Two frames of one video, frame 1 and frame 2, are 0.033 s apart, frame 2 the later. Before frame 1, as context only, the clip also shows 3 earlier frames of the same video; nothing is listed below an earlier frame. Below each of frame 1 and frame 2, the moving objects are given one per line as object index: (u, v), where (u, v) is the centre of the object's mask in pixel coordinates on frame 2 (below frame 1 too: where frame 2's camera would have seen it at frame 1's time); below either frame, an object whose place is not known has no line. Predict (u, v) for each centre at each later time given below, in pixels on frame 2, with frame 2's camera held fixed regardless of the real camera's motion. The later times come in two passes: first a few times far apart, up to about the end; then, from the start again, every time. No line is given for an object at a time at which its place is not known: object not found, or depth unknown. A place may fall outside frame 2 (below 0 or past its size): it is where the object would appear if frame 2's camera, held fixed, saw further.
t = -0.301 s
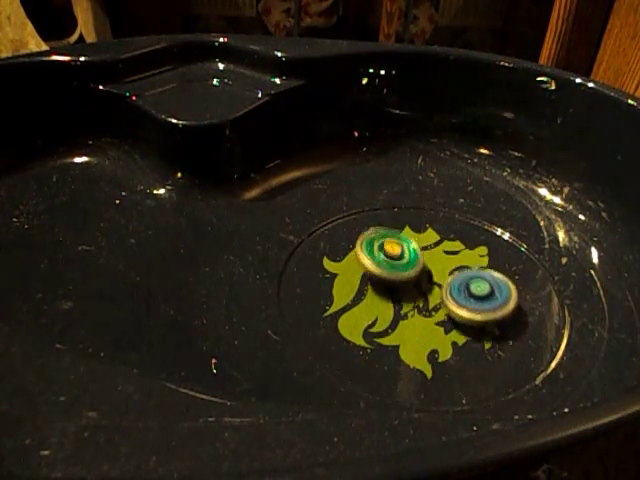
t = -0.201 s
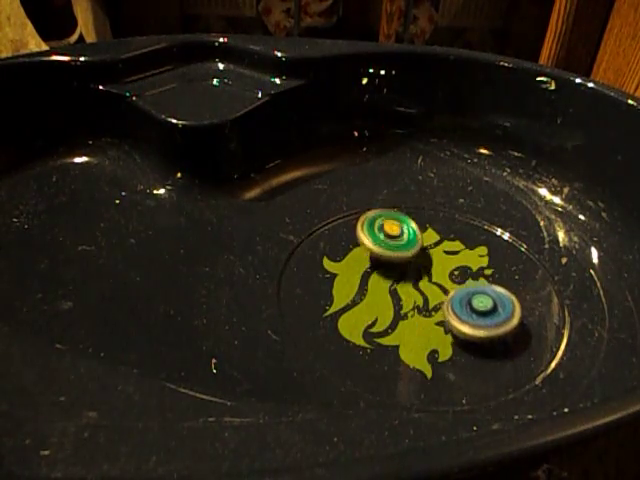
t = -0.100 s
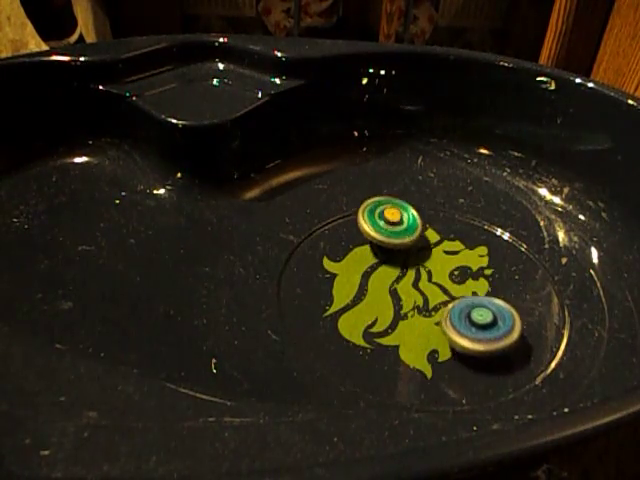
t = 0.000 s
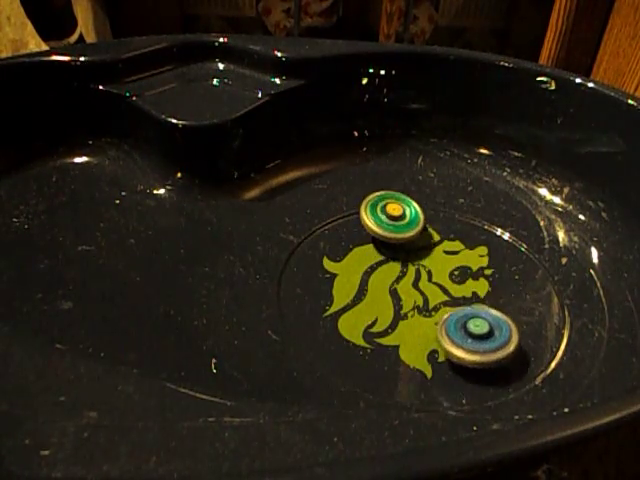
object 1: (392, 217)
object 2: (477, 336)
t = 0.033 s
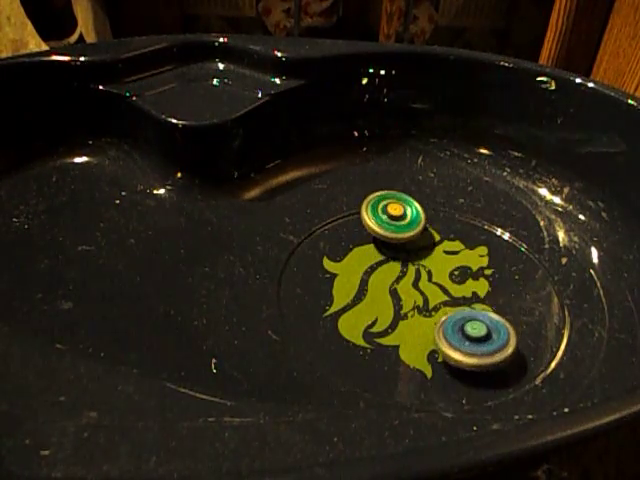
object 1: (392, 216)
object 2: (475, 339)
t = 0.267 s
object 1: (395, 222)
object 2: (445, 347)
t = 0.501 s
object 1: (412, 251)
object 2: (396, 334)
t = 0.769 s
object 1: (432, 299)
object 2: (341, 307)
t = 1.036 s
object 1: (421, 317)
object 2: (304, 278)
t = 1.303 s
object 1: (397, 306)
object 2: (297, 254)
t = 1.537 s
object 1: (376, 284)
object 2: (317, 235)
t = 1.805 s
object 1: (496, 360)
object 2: (347, 225)
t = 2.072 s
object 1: (531, 346)
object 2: (393, 221)
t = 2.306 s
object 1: (502, 315)
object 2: (437, 234)
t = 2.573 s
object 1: (431, 281)
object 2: (469, 245)
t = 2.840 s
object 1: (368, 251)
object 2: (484, 276)
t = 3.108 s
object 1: (351, 236)
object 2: (468, 304)
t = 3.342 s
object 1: (359, 239)
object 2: (431, 320)
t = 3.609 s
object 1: (391, 260)
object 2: (377, 317)
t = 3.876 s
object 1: (466, 239)
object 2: (321, 334)
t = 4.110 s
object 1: (473, 245)
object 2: (313, 305)
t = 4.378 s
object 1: (440, 271)
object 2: (332, 273)
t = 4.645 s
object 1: (408, 299)
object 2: (365, 250)
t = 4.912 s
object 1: (383, 299)
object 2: (413, 249)
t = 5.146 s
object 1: (372, 277)
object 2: (451, 263)
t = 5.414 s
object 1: (388, 251)
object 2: (473, 289)
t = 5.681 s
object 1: (415, 247)
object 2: (457, 315)
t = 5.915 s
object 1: (429, 261)
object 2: (420, 322)
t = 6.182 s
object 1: (453, 267)
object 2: (354, 311)
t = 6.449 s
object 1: (484, 275)
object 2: (346, 281)
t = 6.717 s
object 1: (457, 286)
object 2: (377, 257)
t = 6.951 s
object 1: (448, 303)
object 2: (390, 226)
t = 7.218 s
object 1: (431, 292)
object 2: (417, 242)
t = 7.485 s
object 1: (409, 291)
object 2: (423, 257)
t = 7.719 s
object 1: (340, 297)
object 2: (424, 262)
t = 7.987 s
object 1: (360, 324)
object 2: (420, 276)
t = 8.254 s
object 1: (371, 323)
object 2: (436, 268)
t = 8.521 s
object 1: (365, 297)
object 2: (433, 259)
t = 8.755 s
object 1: (342, 293)
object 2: (417, 260)
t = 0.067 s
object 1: (393, 217)
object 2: (472, 341)
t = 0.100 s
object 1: (393, 217)
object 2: (469, 343)
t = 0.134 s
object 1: (394, 217)
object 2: (465, 345)
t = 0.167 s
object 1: (394, 218)
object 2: (461, 346)
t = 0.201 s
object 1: (394, 219)
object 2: (457, 347)
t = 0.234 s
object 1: (395, 221)
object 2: (451, 347)
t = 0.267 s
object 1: (395, 222)
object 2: (445, 347)
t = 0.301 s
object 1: (396, 225)
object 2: (439, 346)
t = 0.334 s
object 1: (398, 228)
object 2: (432, 345)
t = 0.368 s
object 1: (400, 231)
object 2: (425, 343)
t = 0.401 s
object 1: (403, 235)
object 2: (418, 341)
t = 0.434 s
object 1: (405, 240)
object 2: (411, 339)
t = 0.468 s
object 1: (409, 246)
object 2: (405, 337)
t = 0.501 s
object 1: (412, 251)
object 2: (396, 334)
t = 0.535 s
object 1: (416, 258)
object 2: (389, 331)
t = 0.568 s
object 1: (419, 264)
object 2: (381, 328)
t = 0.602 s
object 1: (423, 270)
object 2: (374, 324)
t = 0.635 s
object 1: (425, 277)
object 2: (367, 321)
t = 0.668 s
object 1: (427, 282)
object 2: (360, 318)
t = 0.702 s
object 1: (429, 288)
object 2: (353, 314)
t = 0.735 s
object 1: (431, 293)
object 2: (347, 311)
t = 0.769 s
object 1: (432, 299)
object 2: (341, 307)
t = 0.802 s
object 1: (433, 302)
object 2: (335, 302)
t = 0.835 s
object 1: (432, 307)
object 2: (329, 298)
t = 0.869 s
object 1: (431, 310)
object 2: (324, 295)
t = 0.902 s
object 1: (431, 313)
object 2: (319, 292)
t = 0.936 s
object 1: (428, 315)
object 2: (315, 288)
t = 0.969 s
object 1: (426, 317)
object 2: (311, 285)
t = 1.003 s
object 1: (424, 317)
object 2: (308, 282)
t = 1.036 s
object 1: (421, 317)
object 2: (304, 278)
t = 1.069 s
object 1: (418, 317)
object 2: (302, 275)
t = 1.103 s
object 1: (415, 316)
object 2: (299, 271)
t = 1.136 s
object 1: (412, 315)
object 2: (297, 268)
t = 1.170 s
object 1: (410, 314)
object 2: (296, 265)
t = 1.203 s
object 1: (408, 312)
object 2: (295, 262)
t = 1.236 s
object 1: (404, 310)
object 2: (295, 258)
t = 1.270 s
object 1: (401, 309)
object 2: (296, 256)
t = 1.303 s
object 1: (397, 306)
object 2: (297, 254)
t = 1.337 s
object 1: (393, 302)
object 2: (299, 252)
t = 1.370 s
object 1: (389, 299)
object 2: (302, 250)
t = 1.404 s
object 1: (385, 296)
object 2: (305, 248)
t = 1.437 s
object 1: (380, 292)
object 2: (308, 246)
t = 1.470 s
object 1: (376, 288)
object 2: (312, 245)
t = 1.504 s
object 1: (372, 282)
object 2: (317, 242)
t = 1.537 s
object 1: (376, 284)
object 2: (317, 235)
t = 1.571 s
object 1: (395, 307)
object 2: (311, 220)
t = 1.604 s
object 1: (410, 320)
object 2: (317, 213)
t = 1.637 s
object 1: (424, 334)
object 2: (325, 217)
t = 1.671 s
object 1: (438, 342)
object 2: (333, 222)
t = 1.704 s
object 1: (452, 348)
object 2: (337, 225)
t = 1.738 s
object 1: (467, 353)
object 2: (340, 226)
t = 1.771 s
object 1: (481, 357)
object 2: (343, 226)
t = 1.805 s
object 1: (496, 360)
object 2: (347, 225)
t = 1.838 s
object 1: (507, 361)
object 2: (351, 224)
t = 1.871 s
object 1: (516, 362)
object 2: (357, 223)
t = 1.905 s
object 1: (524, 360)
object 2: (363, 222)
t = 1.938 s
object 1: (529, 359)
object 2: (369, 221)
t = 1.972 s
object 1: (531, 354)
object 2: (375, 220)
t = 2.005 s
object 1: (532, 351)
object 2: (381, 221)
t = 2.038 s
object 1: (531, 347)
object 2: (387, 221)
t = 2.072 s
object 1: (531, 346)
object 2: (393, 221)
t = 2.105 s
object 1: (530, 343)
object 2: (400, 222)
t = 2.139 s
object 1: (528, 340)
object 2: (406, 224)
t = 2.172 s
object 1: (526, 337)
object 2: (413, 225)
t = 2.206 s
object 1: (520, 332)
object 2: (419, 227)
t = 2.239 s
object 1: (516, 327)
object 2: (426, 229)
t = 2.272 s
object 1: (509, 321)
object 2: (431, 231)
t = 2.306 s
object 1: (502, 315)
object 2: (437, 234)
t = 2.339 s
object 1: (494, 308)
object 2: (443, 237)
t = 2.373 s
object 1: (485, 300)
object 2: (448, 240)
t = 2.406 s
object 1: (476, 293)
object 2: (453, 242)
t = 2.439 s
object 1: (466, 289)
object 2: (458, 241)
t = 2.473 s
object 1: (456, 289)
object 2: (461, 239)
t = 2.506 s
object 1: (448, 287)
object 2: (463, 240)
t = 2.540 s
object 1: (440, 284)
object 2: (466, 241)
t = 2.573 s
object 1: (431, 281)
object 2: (469, 245)
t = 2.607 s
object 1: (424, 279)
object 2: (472, 248)
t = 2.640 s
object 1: (414, 274)
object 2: (474, 252)
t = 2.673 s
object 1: (405, 271)
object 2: (476, 256)
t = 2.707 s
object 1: (397, 267)
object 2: (479, 261)
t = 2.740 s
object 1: (390, 263)
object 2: (481, 265)
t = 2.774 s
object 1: (382, 258)
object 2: (482, 269)
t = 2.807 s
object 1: (375, 255)
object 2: (483, 273)
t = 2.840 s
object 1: (368, 251)
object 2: (484, 276)
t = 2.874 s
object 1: (363, 248)
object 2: (484, 280)
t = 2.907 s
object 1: (358, 245)
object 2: (483, 284)
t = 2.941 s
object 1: (354, 243)
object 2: (482, 288)
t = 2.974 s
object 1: (352, 241)
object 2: (480, 291)
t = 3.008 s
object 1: (350, 240)
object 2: (477, 294)
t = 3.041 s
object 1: (350, 238)
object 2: (475, 298)
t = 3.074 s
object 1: (350, 237)
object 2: (472, 301)
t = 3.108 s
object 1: (351, 236)
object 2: (468, 304)
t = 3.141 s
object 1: (352, 235)
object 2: (463, 307)
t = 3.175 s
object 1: (353, 235)
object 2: (459, 310)
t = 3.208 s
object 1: (354, 236)
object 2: (454, 313)
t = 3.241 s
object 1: (355, 236)
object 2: (448, 315)
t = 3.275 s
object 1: (356, 237)
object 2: (443, 317)
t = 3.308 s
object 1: (358, 237)
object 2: (438, 319)
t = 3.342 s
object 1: (359, 239)
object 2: (431, 320)
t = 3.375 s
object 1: (362, 240)
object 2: (423, 320)
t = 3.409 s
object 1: (365, 242)
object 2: (418, 321)
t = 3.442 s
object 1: (369, 244)
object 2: (411, 321)
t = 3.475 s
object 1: (372, 247)
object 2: (404, 321)
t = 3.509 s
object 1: (377, 250)
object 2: (397, 321)
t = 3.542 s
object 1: (381, 253)
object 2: (390, 319)
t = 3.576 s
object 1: (386, 256)
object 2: (383, 318)
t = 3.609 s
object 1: (391, 260)
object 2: (377, 317)
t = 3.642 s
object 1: (396, 264)
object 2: (372, 316)
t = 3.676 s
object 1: (406, 263)
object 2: (358, 315)
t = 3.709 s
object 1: (424, 253)
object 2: (340, 324)
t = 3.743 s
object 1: (439, 247)
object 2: (328, 329)
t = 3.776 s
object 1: (448, 244)
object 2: (318, 333)
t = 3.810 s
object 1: (455, 241)
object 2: (317, 335)
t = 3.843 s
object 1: (461, 239)
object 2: (321, 336)
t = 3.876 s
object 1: (466, 239)
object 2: (321, 334)
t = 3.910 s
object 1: (469, 238)
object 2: (319, 330)
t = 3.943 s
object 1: (472, 238)
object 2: (317, 327)
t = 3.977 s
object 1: (473, 239)
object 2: (316, 323)
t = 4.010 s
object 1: (475, 240)
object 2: (314, 318)
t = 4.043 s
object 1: (474, 241)
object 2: (313, 313)
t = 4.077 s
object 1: (474, 243)
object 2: (313, 310)
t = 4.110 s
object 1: (473, 245)
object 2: (313, 305)
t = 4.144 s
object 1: (471, 246)
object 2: (313, 300)
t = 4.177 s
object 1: (470, 249)
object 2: (314, 296)
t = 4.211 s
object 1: (467, 252)
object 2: (316, 292)
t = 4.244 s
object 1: (464, 256)
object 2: (318, 287)
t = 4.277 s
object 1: (460, 260)
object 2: (321, 283)
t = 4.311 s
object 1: (455, 263)
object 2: (325, 280)
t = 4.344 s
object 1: (446, 268)
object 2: (328, 276)
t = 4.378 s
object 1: (440, 271)
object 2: (332, 273)
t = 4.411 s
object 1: (435, 274)
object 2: (336, 270)
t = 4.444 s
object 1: (426, 278)
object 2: (341, 267)
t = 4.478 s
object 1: (419, 280)
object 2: (345, 264)
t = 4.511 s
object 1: (415, 284)
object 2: (347, 261)
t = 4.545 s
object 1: (412, 288)
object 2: (350, 257)
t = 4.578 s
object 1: (411, 293)
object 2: (353, 254)
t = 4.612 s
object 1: (409, 296)
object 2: (359, 251)
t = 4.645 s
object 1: (408, 299)
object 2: (365, 250)
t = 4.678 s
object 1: (404, 301)
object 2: (371, 249)
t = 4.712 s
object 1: (401, 302)
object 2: (376, 248)
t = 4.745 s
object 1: (397, 303)
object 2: (382, 248)
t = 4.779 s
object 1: (393, 303)
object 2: (389, 247)
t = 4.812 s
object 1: (391, 302)
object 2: (395, 247)
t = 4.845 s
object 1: (388, 302)
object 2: (400, 248)
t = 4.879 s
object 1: (386, 300)
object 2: (407, 248)
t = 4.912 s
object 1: (383, 299)
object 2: (413, 249)
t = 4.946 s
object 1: (379, 297)
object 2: (419, 250)
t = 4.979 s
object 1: (379, 295)
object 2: (424, 252)
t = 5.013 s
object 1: (377, 292)
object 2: (431, 254)
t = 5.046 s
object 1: (374, 289)
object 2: (436, 256)
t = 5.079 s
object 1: (374, 286)
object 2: (441, 258)
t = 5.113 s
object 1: (373, 281)
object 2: (446, 260)
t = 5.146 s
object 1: (372, 277)
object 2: (451, 263)
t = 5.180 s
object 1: (373, 273)
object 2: (456, 266)
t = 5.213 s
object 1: (373, 269)
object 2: (460, 269)
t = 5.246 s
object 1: (376, 266)
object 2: (464, 273)
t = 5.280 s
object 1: (377, 262)
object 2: (466, 276)
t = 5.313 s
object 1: (379, 258)
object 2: (469, 279)
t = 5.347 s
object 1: (383, 256)
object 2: (472, 283)
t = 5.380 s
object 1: (384, 253)
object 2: (473, 286)
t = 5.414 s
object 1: (388, 251)
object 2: (473, 289)
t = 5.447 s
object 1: (391, 249)
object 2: (474, 293)
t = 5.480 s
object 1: (394, 247)
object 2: (473, 296)
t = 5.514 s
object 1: (398, 247)
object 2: (473, 300)
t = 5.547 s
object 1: (401, 246)
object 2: (471, 303)
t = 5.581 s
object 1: (405, 245)
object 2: (469, 307)
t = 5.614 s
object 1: (408, 246)
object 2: (465, 310)
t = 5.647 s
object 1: (411, 246)
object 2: (462, 312)
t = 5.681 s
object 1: (415, 247)
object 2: (457, 315)
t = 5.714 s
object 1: (418, 249)
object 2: (454, 317)
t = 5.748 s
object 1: (420, 250)
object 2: (448, 319)
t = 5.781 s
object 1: (424, 252)
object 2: (443, 320)
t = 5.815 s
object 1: (426, 255)
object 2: (438, 321)
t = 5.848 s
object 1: (427, 256)
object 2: (431, 322)
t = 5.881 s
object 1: (430, 260)
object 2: (426, 321)
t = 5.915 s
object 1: (429, 261)
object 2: (420, 322)
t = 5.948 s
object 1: (430, 264)
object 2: (414, 321)
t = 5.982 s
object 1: (431, 267)
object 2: (408, 320)
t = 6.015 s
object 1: (429, 269)
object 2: (402, 319)
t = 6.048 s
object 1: (429, 272)
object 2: (395, 316)
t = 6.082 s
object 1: (431, 274)
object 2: (388, 314)
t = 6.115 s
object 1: (431, 273)
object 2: (380, 312)
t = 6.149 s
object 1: (446, 268)
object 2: (364, 313)
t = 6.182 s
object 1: (453, 267)
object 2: (354, 311)
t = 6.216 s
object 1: (457, 267)
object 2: (348, 309)
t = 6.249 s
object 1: (461, 266)
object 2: (346, 306)
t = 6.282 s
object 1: (464, 266)
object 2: (345, 302)
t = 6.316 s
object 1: (468, 265)
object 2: (344, 298)
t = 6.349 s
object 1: (473, 266)
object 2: (343, 294)
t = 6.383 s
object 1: (481, 269)
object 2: (343, 288)
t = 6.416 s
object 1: (484, 273)
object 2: (344, 285)
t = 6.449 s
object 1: (484, 275)
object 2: (346, 281)
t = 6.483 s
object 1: (485, 276)
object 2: (348, 277)
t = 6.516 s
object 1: (485, 278)
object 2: (351, 274)
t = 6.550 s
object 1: (483, 282)
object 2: (354, 270)
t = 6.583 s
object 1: (479, 284)
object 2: (358, 267)
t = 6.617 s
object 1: (475, 285)
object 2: (362, 264)
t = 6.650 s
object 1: (470, 286)
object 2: (367, 262)
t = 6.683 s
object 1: (464, 287)
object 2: (371, 259)
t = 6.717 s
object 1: (457, 286)
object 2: (377, 257)
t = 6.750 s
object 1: (451, 285)
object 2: (381, 256)
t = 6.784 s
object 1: (447, 285)
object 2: (385, 252)
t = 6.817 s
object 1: (455, 294)
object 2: (381, 244)
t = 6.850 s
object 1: (456, 299)
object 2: (379, 235)
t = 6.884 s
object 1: (454, 302)
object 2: (380, 230)
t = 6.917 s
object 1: (451, 303)
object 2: (385, 227)
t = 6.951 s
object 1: (448, 303)
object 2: (390, 226)
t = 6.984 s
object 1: (447, 303)
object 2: (394, 227)
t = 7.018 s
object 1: (443, 303)
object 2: (398, 229)
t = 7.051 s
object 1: (439, 302)
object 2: (401, 230)
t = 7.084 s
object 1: (437, 299)
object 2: (405, 232)
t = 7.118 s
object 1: (436, 297)
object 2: (408, 235)
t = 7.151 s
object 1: (435, 296)
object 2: (412, 238)
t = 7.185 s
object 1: (433, 295)
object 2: (414, 240)
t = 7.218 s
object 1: (431, 292)
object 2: (417, 242)
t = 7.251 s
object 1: (427, 294)
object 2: (419, 241)
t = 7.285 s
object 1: (423, 298)
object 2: (422, 240)
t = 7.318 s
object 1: (416, 300)
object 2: (423, 241)
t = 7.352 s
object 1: (412, 298)
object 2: (424, 244)
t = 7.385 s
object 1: (410, 294)
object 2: (424, 247)
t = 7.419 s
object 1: (409, 292)
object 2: (424, 251)
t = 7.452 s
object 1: (411, 291)
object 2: (424, 253)
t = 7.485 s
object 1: (409, 291)
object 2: (423, 257)
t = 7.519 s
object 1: (403, 291)
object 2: (423, 257)
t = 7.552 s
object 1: (397, 290)
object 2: (424, 258)
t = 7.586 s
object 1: (384, 289)
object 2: (425, 259)
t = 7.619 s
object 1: (369, 290)
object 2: (425, 259)
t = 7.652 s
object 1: (357, 291)
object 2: (424, 259)
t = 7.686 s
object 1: (346, 293)
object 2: (424, 260)
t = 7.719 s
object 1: (340, 297)
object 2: (424, 262)
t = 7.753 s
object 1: (336, 301)
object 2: (424, 263)
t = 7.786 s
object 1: (335, 306)
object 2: (424, 265)
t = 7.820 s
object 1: (337, 312)
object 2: (423, 267)
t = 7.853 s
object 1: (340, 316)
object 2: (423, 269)
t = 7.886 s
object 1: (344, 319)
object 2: (422, 271)
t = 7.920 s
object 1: (348, 321)
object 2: (422, 272)
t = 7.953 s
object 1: (354, 323)
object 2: (421, 274)
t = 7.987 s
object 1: (360, 324)
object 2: (420, 276)
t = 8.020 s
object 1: (366, 323)
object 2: (420, 277)
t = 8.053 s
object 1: (371, 322)
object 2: (419, 278)
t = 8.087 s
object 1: (373, 321)
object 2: (422, 278)
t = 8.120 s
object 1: (370, 323)
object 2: (429, 274)
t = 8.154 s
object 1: (370, 324)
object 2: (432, 273)
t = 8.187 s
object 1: (369, 324)
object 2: (433, 271)
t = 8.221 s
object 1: (370, 324)
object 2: (434, 269)
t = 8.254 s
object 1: (371, 323)
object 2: (436, 268)
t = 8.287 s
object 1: (373, 321)
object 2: (436, 266)
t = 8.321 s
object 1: (374, 319)
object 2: (438, 265)
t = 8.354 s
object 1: (376, 317)
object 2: (437, 264)
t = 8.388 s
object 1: (376, 315)
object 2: (437, 262)
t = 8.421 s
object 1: (375, 313)
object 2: (437, 261)
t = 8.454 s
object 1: (373, 305)
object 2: (436, 260)
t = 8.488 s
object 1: (370, 301)
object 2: (435, 260)
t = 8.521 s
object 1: (365, 297)
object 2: (433, 259)
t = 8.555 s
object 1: (359, 293)
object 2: (432, 259)
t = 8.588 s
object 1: (353, 292)
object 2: (429, 258)
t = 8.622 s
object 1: (347, 291)
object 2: (427, 258)
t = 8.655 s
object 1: (345, 292)
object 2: (425, 259)
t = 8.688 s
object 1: (344, 293)
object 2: (421, 259)
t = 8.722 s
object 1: (343, 293)
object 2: (420, 259)
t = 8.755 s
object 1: (342, 293)
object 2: (417, 260)
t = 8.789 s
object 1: (341, 293)
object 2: (415, 260)
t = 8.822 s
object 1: (340, 294)
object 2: (412, 261)
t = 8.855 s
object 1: (340, 294)
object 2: (410, 262)
